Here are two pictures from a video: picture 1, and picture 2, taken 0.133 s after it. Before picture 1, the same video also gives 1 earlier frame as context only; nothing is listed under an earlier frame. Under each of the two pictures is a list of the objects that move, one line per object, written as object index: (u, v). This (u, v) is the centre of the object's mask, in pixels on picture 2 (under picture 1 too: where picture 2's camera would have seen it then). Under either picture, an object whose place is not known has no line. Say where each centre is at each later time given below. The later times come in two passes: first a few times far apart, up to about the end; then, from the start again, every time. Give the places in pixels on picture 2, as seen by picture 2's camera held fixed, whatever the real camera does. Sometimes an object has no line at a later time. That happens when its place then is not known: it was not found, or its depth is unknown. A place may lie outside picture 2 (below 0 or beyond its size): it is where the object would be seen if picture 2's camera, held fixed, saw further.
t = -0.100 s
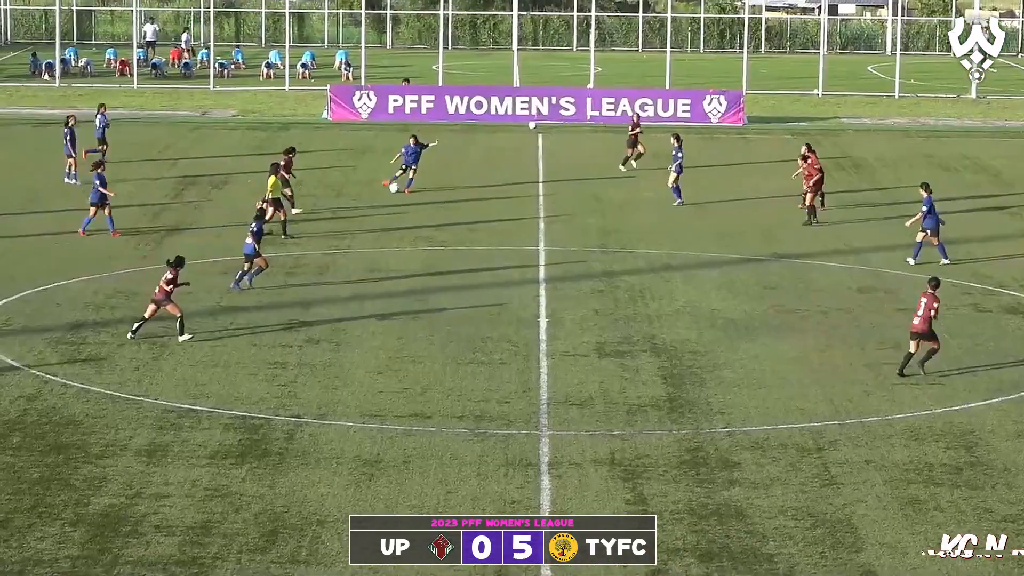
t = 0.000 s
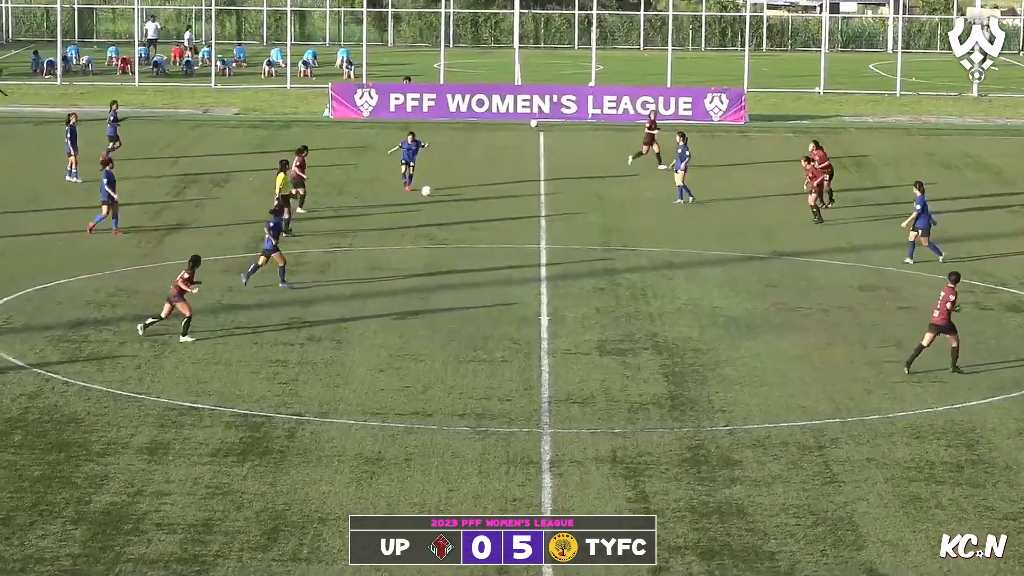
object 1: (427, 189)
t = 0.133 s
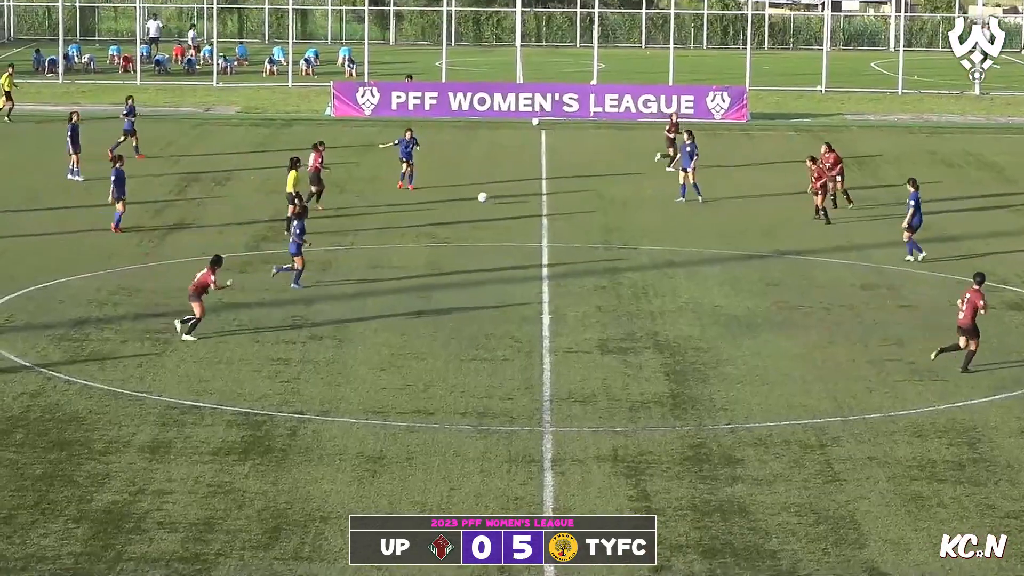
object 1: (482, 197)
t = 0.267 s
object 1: (535, 208)
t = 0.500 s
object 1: (621, 223)
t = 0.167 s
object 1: (495, 199)
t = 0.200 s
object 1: (509, 202)
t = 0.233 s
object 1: (522, 205)
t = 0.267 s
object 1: (535, 208)
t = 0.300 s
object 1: (549, 208)
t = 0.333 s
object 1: (560, 209)
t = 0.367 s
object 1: (572, 210)
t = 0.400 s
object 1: (584, 212)
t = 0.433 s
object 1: (596, 215)
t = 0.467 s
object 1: (609, 219)
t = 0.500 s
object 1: (621, 223)
